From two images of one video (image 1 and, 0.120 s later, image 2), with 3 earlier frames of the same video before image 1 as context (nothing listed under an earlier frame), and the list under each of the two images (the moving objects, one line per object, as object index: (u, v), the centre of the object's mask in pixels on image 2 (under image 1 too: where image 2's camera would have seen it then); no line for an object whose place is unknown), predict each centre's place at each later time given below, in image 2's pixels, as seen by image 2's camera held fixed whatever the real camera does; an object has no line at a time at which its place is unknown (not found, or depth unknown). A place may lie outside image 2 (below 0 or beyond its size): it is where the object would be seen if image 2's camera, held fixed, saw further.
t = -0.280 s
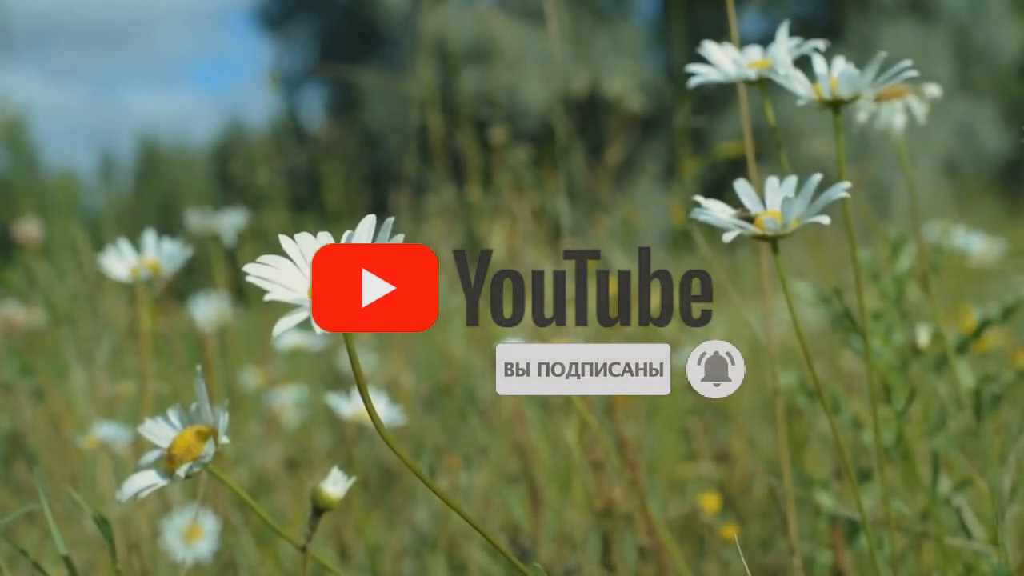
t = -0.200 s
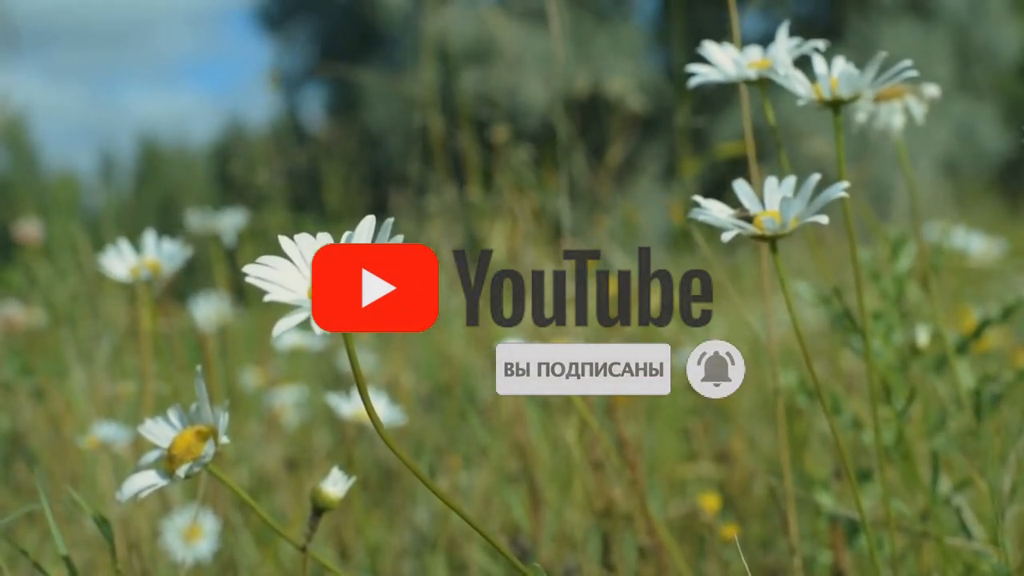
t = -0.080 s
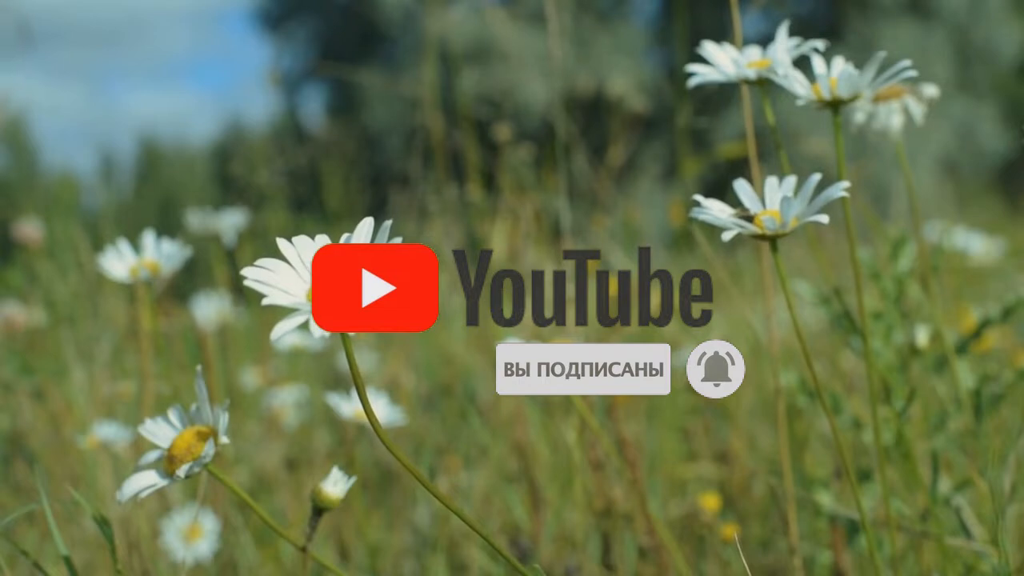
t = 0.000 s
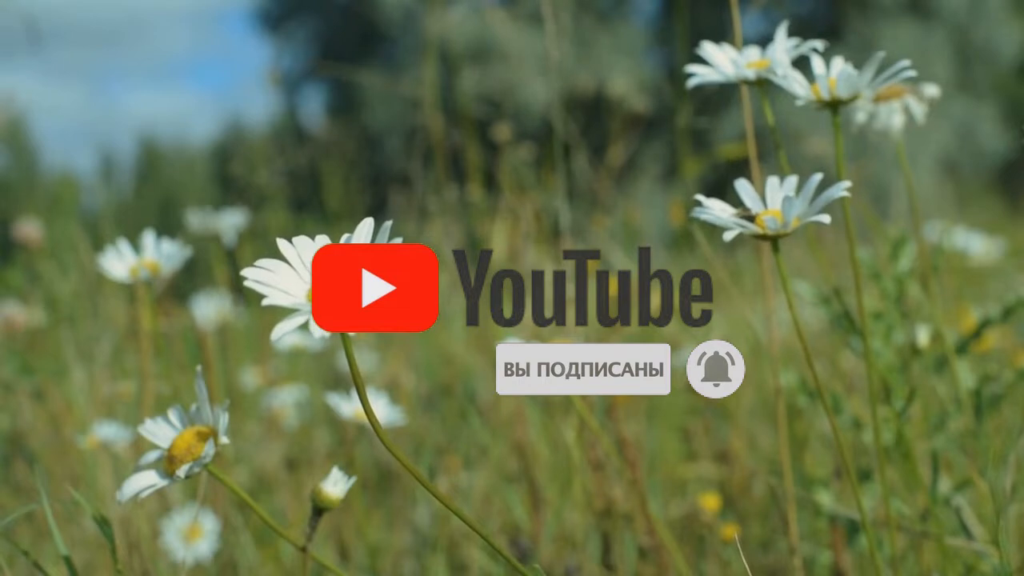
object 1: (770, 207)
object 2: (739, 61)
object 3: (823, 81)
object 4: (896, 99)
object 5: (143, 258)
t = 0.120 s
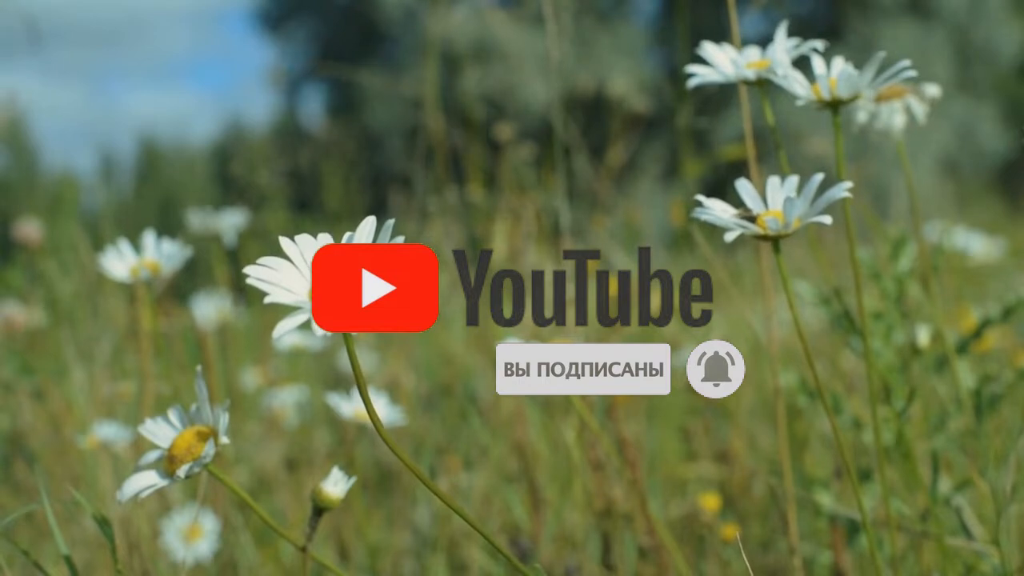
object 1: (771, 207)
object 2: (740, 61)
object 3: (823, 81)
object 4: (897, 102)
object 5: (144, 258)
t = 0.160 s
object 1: (771, 207)
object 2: (740, 60)
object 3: (824, 81)
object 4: (897, 101)
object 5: (144, 258)
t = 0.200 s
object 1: (771, 208)
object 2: (742, 60)
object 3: (825, 81)
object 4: (897, 101)
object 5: (144, 258)
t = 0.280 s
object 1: (771, 208)
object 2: (744, 59)
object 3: (826, 80)
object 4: (897, 101)
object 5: (144, 258)
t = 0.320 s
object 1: (771, 208)
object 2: (744, 59)
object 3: (826, 81)
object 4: (897, 101)
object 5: (144, 258)
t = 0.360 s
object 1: (771, 207)
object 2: (744, 59)
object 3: (827, 81)
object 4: (898, 101)
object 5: (144, 258)
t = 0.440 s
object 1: (771, 207)
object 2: (743, 59)
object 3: (826, 81)
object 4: (899, 101)
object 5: (144, 258)
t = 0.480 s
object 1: (771, 207)
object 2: (744, 59)
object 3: (826, 81)
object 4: (899, 101)
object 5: (144, 258)
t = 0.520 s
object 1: (771, 207)
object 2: (743, 59)
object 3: (826, 81)
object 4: (899, 101)
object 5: (144, 258)
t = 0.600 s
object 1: (771, 207)
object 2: (744, 59)
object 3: (826, 81)
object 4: (898, 101)
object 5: (144, 258)
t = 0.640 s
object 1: (771, 207)
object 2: (744, 59)
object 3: (826, 81)
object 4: (898, 101)
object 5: (144, 258)
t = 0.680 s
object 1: (771, 207)
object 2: (744, 59)
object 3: (826, 80)
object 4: (897, 101)
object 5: (144, 258)
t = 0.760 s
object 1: (772, 207)
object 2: (744, 59)
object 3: (827, 80)
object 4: (898, 101)
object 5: (144, 257)
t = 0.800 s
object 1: (774, 207)
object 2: (744, 59)
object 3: (827, 80)
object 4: (898, 101)
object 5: (144, 258)
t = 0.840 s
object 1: (775, 207)
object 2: (744, 59)
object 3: (827, 80)
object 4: (898, 101)
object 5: (144, 257)
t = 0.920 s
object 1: (778, 206)
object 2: (744, 59)
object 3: (827, 81)
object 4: (899, 101)
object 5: (143, 258)
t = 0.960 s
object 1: (778, 206)
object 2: (744, 59)
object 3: (826, 80)
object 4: (898, 101)
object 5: (143, 258)
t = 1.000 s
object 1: (778, 206)
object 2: (744, 59)
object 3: (826, 81)
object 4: (898, 101)
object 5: (143, 258)
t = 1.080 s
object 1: (774, 206)
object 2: (744, 59)
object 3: (826, 81)
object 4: (898, 101)
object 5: (143, 258)
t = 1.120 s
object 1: (772, 207)
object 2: (744, 59)
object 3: (826, 81)
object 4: (897, 102)
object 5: (143, 258)
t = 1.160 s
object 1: (771, 207)
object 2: (743, 59)
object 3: (826, 81)
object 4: (897, 101)
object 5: (143, 258)
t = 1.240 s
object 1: (770, 207)
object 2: (743, 59)
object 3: (826, 81)
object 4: (898, 101)
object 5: (143, 258)
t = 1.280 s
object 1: (770, 207)
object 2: (743, 59)
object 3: (826, 81)
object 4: (899, 101)
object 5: (143, 258)
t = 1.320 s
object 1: (771, 207)
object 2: (743, 59)
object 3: (826, 81)
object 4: (899, 101)
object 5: (143, 258)
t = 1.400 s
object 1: (773, 207)
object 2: (744, 59)
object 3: (827, 81)
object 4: (899, 101)
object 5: (143, 258)
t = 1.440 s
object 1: (774, 207)
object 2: (744, 59)
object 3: (827, 81)
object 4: (899, 101)
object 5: (143, 258)
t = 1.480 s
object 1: (773, 206)
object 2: (745, 59)
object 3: (828, 80)
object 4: (899, 100)
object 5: (143, 258)
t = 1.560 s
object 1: (772, 207)
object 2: (745, 59)
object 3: (828, 80)
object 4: (900, 100)
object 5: (143, 258)
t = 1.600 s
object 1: (770, 208)
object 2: (745, 59)
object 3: (828, 80)
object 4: (900, 100)
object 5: (143, 258)
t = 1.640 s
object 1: (769, 208)
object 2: (745, 59)
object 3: (828, 81)
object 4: (900, 100)
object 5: (143, 258)
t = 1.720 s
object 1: (768, 209)
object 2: (745, 59)
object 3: (828, 81)
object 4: (901, 100)
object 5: (143, 259)
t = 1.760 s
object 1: (769, 208)
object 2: (745, 59)
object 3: (829, 80)
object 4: (901, 100)
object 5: (143, 259)
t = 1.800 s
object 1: (770, 208)
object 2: (746, 59)
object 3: (829, 80)
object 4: (901, 99)
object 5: (143, 259)
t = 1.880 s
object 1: (772, 207)
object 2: (748, 58)
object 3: (831, 80)
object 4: (900, 101)
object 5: (143, 259)
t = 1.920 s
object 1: (773, 207)
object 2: (748, 57)
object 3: (831, 80)
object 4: (900, 100)
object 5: (143, 259)
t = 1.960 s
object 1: (773, 207)
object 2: (749, 57)
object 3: (832, 80)
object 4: (900, 100)
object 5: (143, 259)
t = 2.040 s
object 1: (772, 207)
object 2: (747, 58)
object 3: (830, 80)
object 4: (901, 100)
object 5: (143, 258)
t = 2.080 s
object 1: (771, 208)
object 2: (746, 59)
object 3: (829, 80)
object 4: (901, 100)
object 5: (143, 258)
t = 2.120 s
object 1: (770, 208)
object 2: (745, 59)
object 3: (828, 80)
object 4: (900, 100)
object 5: (143, 258)
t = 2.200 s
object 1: (770, 208)
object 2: (743, 60)
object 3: (828, 80)
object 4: (900, 100)
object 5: (142, 258)
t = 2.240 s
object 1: (770, 208)
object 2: (744, 60)
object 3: (828, 80)
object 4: (900, 100)
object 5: (142, 259)
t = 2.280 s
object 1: (771, 208)
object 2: (745, 59)
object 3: (828, 80)
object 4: (899, 100)
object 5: (142, 259)
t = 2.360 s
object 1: (773, 208)
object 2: (745, 59)
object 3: (829, 80)
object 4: (899, 100)
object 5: (142, 259)
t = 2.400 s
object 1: (774, 208)
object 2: (746, 58)
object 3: (829, 80)
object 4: (900, 100)
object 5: (143, 259)
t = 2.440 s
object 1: (774, 208)
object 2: (746, 58)
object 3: (829, 80)
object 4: (900, 100)
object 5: (143, 259)
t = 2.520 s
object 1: (773, 208)
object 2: (746, 58)
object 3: (830, 80)
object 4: (901, 100)
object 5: (144, 259)
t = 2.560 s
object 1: (773, 208)
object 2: (747, 58)
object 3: (830, 80)
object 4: (902, 100)
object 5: (144, 259)
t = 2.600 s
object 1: (773, 208)
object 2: (748, 58)
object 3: (831, 80)
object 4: (902, 100)
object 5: (145, 259)
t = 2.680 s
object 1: (772, 208)
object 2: (749, 58)
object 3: (833, 80)
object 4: (901, 100)
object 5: (145, 259)
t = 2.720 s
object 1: (773, 208)
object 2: (749, 58)
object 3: (833, 80)
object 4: (900, 100)
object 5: (145, 259)
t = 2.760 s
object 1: (774, 207)
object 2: (747, 58)
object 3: (832, 80)
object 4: (900, 100)
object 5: (144, 259)
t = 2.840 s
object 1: (776, 207)
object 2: (744, 59)
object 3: (827, 80)
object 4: (898, 101)
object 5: (144, 259)
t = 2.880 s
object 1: (776, 207)
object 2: (741, 60)
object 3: (824, 81)
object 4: (898, 100)
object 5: (143, 259)
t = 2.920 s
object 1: (776, 207)
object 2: (739, 60)
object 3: (823, 81)
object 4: (898, 101)
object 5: (143, 259)
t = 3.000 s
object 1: (773, 207)
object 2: (738, 61)
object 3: (822, 81)
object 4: (896, 101)
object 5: (143, 259)
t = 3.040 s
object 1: (771, 208)
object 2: (739, 61)
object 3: (823, 81)
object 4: (896, 101)
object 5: (143, 259)
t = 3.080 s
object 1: (770, 208)
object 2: (740, 60)
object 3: (824, 81)
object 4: (896, 102)
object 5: (143, 259)
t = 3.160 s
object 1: (768, 208)
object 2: (743, 59)
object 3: (827, 80)
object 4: (896, 102)
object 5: (144, 259)
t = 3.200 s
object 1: (768, 208)
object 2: (744, 59)
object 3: (827, 80)
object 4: (897, 101)
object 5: (144, 259)
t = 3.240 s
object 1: (769, 208)
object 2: (744, 59)
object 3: (828, 80)
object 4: (898, 101)
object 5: (144, 259)
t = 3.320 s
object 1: (771, 207)
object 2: (744, 59)
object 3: (827, 80)
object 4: (900, 101)
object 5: (143, 259)
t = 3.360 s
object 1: (772, 207)
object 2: (744, 59)
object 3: (827, 80)
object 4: (900, 101)
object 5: (143, 259)
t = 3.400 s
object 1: (772, 207)
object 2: (744, 59)
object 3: (827, 80)
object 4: (900, 101)
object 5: (142, 259)
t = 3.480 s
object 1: (772, 207)
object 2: (744, 59)
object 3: (826, 80)
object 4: (898, 101)
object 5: (142, 259)
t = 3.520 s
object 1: (772, 207)
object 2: (743, 59)
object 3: (826, 80)
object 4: (897, 101)
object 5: (142, 259)
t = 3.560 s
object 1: (771, 208)
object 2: (743, 59)
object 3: (826, 80)
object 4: (897, 101)
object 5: (142, 259)
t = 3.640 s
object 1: (770, 208)
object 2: (742, 60)
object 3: (825, 80)
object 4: (897, 101)
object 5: (143, 259)
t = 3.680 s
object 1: (770, 208)
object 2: (742, 60)
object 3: (825, 80)
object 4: (899, 101)
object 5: (143, 259)
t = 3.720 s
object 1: (770, 208)
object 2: (742, 60)
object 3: (826, 80)
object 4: (900, 100)
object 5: (144, 259)
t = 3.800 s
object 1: (771, 208)
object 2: (745, 59)
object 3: (828, 80)
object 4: (901, 100)
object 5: (144, 258)
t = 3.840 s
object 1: (771, 207)
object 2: (745, 59)
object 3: (829, 80)
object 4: (901, 100)
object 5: (144, 258)
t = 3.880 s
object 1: (772, 207)
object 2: (746, 58)
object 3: (830, 80)
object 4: (901, 100)
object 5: (144, 258)
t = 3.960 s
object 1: (771, 207)
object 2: (749, 58)
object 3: (831, 80)
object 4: (901, 100)
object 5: (144, 258)
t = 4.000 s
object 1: (771, 208)
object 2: (748, 58)
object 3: (831, 80)
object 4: (901, 100)
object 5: (143, 258)
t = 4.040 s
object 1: (771, 208)
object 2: (747, 58)
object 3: (830, 80)
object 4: (901, 100)
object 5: (143, 258)
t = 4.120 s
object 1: (771, 208)
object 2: (746, 59)
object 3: (829, 80)
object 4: (901, 100)
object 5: (143, 258)
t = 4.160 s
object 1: (771, 207)
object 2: (746, 59)
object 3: (829, 80)
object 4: (901, 100)
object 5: (143, 258)
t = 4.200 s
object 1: (771, 207)
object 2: (745, 59)
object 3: (828, 80)
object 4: (900, 101)
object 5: (144, 258)
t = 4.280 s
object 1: (773, 207)
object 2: (745, 59)
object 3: (828, 80)
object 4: (899, 101)
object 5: (144, 258)
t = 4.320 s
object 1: (773, 207)
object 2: (745, 59)
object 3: (828, 80)
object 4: (899, 101)
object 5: (144, 258)
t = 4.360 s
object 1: (774, 207)
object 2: (745, 59)
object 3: (828, 80)
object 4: (899, 101)
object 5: (144, 258)
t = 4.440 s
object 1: (773, 207)
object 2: (745, 59)
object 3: (828, 80)
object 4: (899, 101)
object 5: (144, 258)
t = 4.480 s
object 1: (772, 207)
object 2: (745, 58)
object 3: (828, 80)
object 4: (899, 101)
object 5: (144, 258)
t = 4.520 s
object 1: (771, 207)
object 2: (746, 59)
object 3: (828, 80)
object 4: (900, 101)
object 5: (144, 258)
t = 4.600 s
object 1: (770, 208)
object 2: (745, 58)
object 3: (829, 80)
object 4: (900, 101)
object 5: (143, 258)
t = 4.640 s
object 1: (770, 208)
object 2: (746, 59)
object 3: (829, 80)
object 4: (900, 101)
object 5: (143, 258)
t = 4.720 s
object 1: (770, 207)
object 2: (746, 59)
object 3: (829, 80)
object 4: (900, 101)
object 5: (143, 258)
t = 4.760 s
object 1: (771, 207)
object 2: (746, 58)
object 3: (829, 80)
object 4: (900, 101)
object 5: (143, 258)
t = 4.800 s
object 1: (772, 207)
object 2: (745, 58)
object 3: (829, 80)
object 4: (900, 101)
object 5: (143, 258)
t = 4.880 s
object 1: (772, 207)
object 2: (746, 58)
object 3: (829, 80)
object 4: (901, 101)
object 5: (143, 258)
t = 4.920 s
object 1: (772, 207)
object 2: (746, 58)
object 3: (829, 80)
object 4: (901, 100)
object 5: (144, 258)
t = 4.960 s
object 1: (772, 208)
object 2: (747, 58)
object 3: (830, 80)
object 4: (901, 100)
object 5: (144, 258)
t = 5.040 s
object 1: (771, 208)
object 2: (748, 58)
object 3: (831, 80)
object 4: (901, 100)
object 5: (144, 258)
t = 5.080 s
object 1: (771, 208)
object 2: (748, 58)
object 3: (831, 80)
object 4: (901, 100)
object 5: (144, 258)
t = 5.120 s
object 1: (771, 208)
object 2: (749, 58)
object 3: (831, 80)
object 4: (901, 100)
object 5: (144, 258)
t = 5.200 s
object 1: (772, 208)
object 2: (749, 58)
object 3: (831, 81)
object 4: (902, 100)
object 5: (144, 258)
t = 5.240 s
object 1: (772, 207)
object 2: (748, 58)
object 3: (831, 80)
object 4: (902, 100)
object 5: (145, 258)
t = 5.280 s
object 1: (772, 207)
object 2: (747, 58)
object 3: (830, 81)
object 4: (902, 100)
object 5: (144, 258)
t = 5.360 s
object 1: (770, 207)
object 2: (747, 58)
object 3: (829, 81)
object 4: (902, 100)
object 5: (144, 258)
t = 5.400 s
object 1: (769, 207)
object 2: (747, 58)
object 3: (829, 81)
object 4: (901, 100)
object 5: (144, 258)
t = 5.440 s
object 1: (769, 207)
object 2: (747, 58)
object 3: (829, 81)
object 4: (901, 100)
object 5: (144, 258)
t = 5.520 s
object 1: (769, 208)
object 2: (748, 58)
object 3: (830, 80)
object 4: (901, 100)
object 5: (144, 258)
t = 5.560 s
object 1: (770, 208)
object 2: (749, 57)
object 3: (831, 80)
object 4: (902, 100)
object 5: (144, 258)
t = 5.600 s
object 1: (771, 208)
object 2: (750, 57)
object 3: (832, 80)
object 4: (902, 100)
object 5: (144, 258)
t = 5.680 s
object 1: (773, 208)
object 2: (752, 56)
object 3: (834, 80)
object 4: (904, 100)
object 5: (144, 258)
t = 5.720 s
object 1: (774, 208)
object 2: (753, 56)
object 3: (836, 80)
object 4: (905, 99)
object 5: (144, 258)
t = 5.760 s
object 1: (774, 208)
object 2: (754, 55)
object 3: (836, 80)
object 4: (906, 99)
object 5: (144, 258)
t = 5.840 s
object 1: (773, 207)
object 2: (756, 55)
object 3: (838, 79)
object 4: (908, 99)
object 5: (144, 258)
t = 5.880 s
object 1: (773, 207)
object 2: (758, 55)
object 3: (840, 79)
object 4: (909, 99)
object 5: (144, 258)
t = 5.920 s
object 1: (773, 208)
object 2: (759, 55)
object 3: (842, 79)
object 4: (910, 99)
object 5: (144, 258)
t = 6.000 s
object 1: (773, 208)
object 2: (760, 55)
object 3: (844, 79)
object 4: (911, 99)
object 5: (144, 258)
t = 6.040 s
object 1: (773, 208)
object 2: (760, 55)
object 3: (844, 79)
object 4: (911, 99)
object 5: (144, 258)
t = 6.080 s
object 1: (774, 208)
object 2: (760, 54)
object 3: (844, 79)
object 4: (911, 99)
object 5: (144, 258)
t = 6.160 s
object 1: (775, 209)
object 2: (760, 53)
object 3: (841, 79)
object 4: (910, 99)
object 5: (144, 258)
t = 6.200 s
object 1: (775, 209)
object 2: (762, 52)
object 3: (841, 78)
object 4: (910, 97)
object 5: (144, 258)
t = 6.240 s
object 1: (774, 208)
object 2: (762, 51)
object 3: (841, 78)
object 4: (910, 96)
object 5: (144, 258)
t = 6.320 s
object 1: (774, 207)
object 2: (764, 52)
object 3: (846, 78)
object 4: (912, 99)
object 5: (144, 258)
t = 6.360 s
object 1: (773, 207)
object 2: (765, 52)
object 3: (848, 78)
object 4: (913, 99)
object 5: (144, 258)
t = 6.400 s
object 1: (773, 207)
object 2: (768, 52)
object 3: (850, 78)
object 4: (916, 96)
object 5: (144, 258)
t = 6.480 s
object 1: (772, 207)
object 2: (772, 50)
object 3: (855, 77)
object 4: (920, 96)
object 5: (145, 258)
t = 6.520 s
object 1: (772, 207)
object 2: (774, 49)
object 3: (856, 77)
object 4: (921, 96)
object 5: (145, 258)
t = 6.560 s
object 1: (771, 207)
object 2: (777, 48)
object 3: (857, 77)
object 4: (922, 96)
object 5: (146, 258)
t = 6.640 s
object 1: (772, 207)
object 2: (779, 48)
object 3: (858, 77)
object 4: (923, 95)
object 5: (147, 258)
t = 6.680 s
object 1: (772, 207)
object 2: (776, 48)
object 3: (855, 77)
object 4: (922, 95)
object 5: (147, 258)
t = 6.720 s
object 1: (773, 208)
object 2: (772, 49)
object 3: (850, 78)
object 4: (920, 95)
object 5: (148, 258)
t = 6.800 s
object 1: (776, 208)
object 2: (760, 53)
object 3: (838, 79)
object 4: (915, 95)
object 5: (148, 258)
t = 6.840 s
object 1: (776, 208)
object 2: (754, 55)
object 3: (833, 79)
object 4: (912, 95)
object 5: (147, 258)
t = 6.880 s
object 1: (777, 209)
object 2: (749, 57)
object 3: (830, 80)
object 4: (908, 95)
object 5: (147, 258)
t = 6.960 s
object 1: (777, 208)
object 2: (746, 58)
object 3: (828, 80)
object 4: (902, 96)
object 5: (145, 258)
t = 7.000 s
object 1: (776, 208)
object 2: (746, 58)
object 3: (829, 80)
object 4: (901, 97)
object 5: (144, 258)
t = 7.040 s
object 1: (775, 207)
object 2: (748, 57)
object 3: (831, 80)
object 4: (902, 97)
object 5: (144, 258)
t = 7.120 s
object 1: (771, 206)
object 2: (756, 55)
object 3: (837, 79)
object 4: (907, 96)
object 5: (143, 258)
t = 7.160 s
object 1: (769, 206)
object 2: (759, 54)
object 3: (839, 79)
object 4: (912, 98)
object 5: (143, 258)
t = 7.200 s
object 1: (767, 206)
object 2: (762, 53)
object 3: (841, 79)
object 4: (915, 97)
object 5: (143, 258)
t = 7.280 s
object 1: (766, 207)
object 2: (767, 50)
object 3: (844, 78)
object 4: (920, 96)
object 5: (145, 257)
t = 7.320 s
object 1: (766, 207)
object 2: (769, 50)
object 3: (845, 78)
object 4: (919, 97)
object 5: (146, 257)
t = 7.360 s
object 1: (767, 208)
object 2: (769, 50)
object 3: (846, 78)
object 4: (918, 97)
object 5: (148, 257)
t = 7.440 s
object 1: (771, 209)
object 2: (768, 51)
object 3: (848, 78)
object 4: (915, 98)
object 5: (147, 257)
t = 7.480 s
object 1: (773, 209)
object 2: (765, 53)
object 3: (847, 78)
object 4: (914, 98)
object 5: (147, 258)
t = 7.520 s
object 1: (775, 209)
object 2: (763, 54)
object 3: (844, 79)
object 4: (914, 98)
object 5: (146, 258)
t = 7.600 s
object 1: (778, 208)
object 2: (758, 55)
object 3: (838, 79)
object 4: (913, 97)
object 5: (144, 258)
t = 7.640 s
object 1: (778, 207)
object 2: (757, 54)
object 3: (836, 79)
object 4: (914, 97)
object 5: (144, 259)
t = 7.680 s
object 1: (777, 207)
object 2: (758, 53)
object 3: (837, 79)
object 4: (914, 95)
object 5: (144, 259)
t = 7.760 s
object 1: (776, 206)
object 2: (765, 51)
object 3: (844, 78)
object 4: (916, 97)
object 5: (146, 258)
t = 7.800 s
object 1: (776, 206)
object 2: (768, 51)
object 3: (848, 77)
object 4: (917, 97)
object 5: (147, 257)
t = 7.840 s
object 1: (776, 206)
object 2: (771, 50)
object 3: (851, 77)
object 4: (919, 95)
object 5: (148, 256)
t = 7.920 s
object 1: (778, 208)
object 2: (774, 49)
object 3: (853, 77)
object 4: (920, 97)
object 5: (150, 256)
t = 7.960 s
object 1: (779, 208)
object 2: (774, 48)
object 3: (853, 77)
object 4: (921, 97)
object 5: (151, 256)
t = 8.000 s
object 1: (779, 209)
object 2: (774, 48)
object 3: (852, 77)
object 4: (923, 96)
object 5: (152, 256)
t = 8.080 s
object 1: (779, 208)
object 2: (775, 47)
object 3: (852, 77)
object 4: (922, 94)
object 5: (152, 256)
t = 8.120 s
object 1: (778, 208)
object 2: (774, 47)
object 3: (852, 77)
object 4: (920, 96)
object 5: (151, 256)
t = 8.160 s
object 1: (777, 207)
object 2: (773, 47)
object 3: (851, 77)
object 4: (918, 97)
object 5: (150, 257)
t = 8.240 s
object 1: (773, 206)
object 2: (769, 50)
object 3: (847, 78)
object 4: (912, 99)
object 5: (146, 257)
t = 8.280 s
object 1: (771, 205)
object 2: (765, 51)
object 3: (844, 78)
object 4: (909, 99)
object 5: (144, 258)
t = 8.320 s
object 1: (769, 205)
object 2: (761, 52)
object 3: (840, 79)
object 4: (907, 99)
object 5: (143, 258)
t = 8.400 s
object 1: (766, 205)
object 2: (753, 55)
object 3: (831, 80)
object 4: (905, 96)
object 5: (142, 258)
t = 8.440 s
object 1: (766, 206)
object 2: (750, 56)
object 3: (828, 80)
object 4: (905, 96)
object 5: (142, 258)
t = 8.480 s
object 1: (766, 207)
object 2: (748, 57)
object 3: (827, 80)
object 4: (904, 97)
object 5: (143, 258)
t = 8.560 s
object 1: (769, 208)
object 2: (749, 57)
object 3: (830, 80)
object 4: (903, 97)
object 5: (145, 258)
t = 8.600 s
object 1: (771, 209)
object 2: (751, 56)
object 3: (832, 80)
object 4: (904, 97)
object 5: (146, 257)
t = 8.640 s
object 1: (774, 209)
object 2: (754, 55)
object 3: (834, 80)
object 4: (905, 97)
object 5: (147, 257)
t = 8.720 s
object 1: (777, 208)
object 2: (759, 54)
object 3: (840, 79)
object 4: (909, 99)
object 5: (146, 257)
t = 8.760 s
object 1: (776, 208)
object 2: (761, 53)
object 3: (842, 79)
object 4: (910, 98)
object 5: (145, 257)
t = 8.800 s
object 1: (775, 207)
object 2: (763, 52)
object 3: (843, 79)
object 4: (914, 98)
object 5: (144, 257)
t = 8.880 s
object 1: (770, 207)
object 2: (764, 52)
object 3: (843, 79)
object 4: (917, 97)
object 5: (143, 257)
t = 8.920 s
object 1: (767, 207)
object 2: (764, 52)
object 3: (842, 79)
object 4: (917, 97)
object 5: (143, 257)
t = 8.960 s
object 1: (765, 207)
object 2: (763, 52)
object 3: (842, 79)
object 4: (916, 95)
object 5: (143, 257)
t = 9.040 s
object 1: (763, 207)
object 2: (759, 54)
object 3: (838, 79)
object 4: (911, 98)
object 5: (145, 258)
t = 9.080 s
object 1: (764, 208)
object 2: (756, 55)
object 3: (836, 80)
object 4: (907, 97)
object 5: (147, 258)
